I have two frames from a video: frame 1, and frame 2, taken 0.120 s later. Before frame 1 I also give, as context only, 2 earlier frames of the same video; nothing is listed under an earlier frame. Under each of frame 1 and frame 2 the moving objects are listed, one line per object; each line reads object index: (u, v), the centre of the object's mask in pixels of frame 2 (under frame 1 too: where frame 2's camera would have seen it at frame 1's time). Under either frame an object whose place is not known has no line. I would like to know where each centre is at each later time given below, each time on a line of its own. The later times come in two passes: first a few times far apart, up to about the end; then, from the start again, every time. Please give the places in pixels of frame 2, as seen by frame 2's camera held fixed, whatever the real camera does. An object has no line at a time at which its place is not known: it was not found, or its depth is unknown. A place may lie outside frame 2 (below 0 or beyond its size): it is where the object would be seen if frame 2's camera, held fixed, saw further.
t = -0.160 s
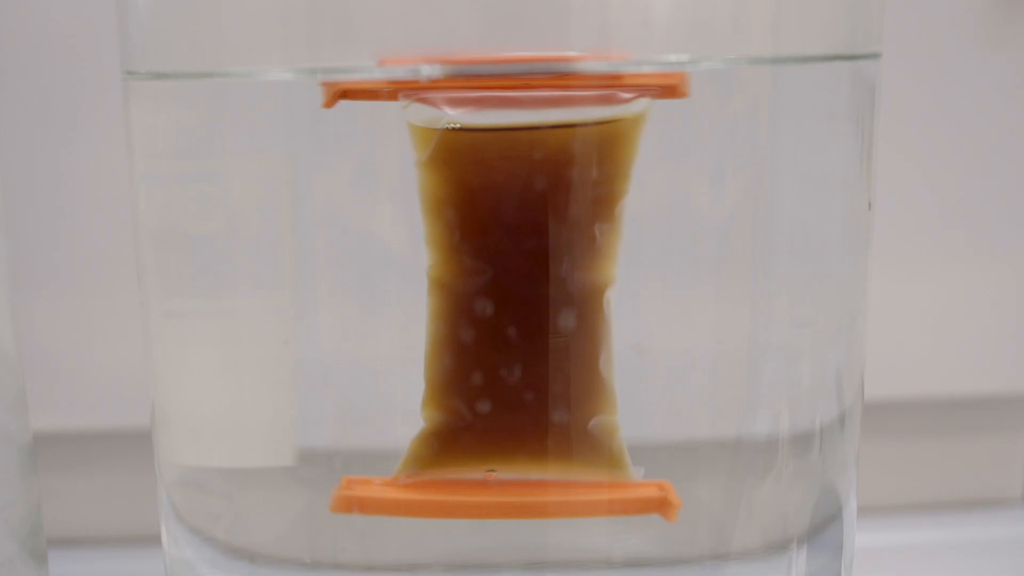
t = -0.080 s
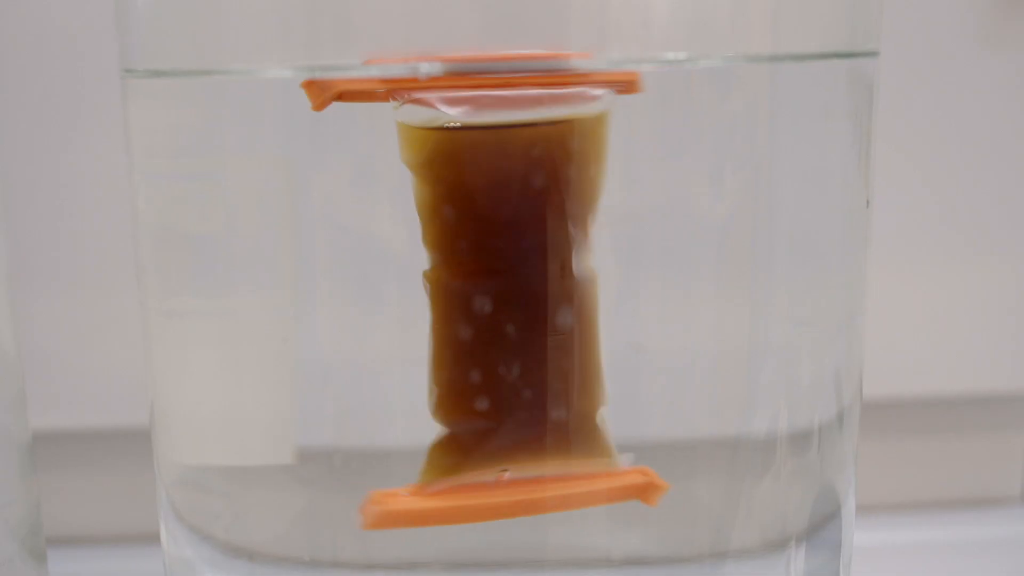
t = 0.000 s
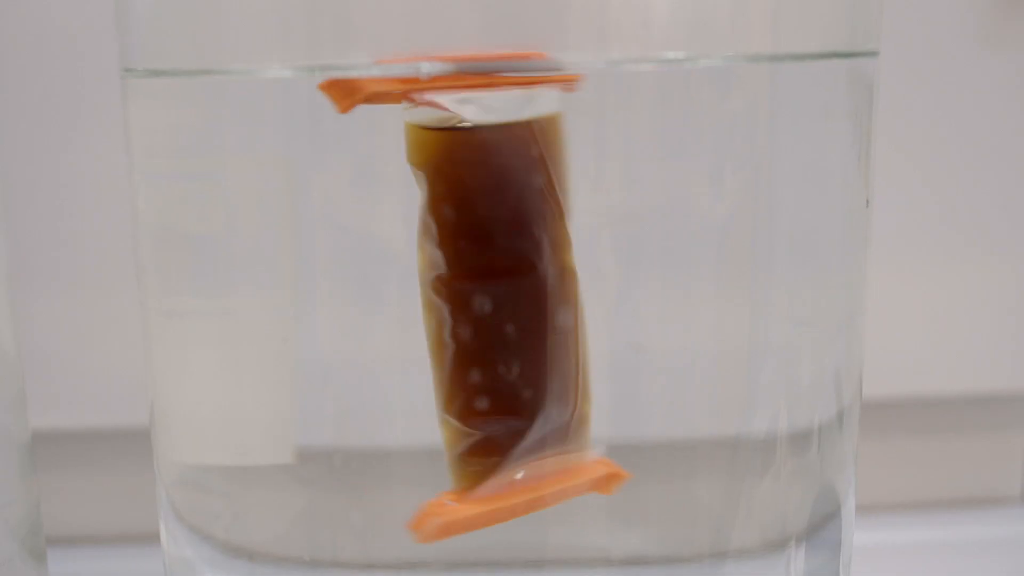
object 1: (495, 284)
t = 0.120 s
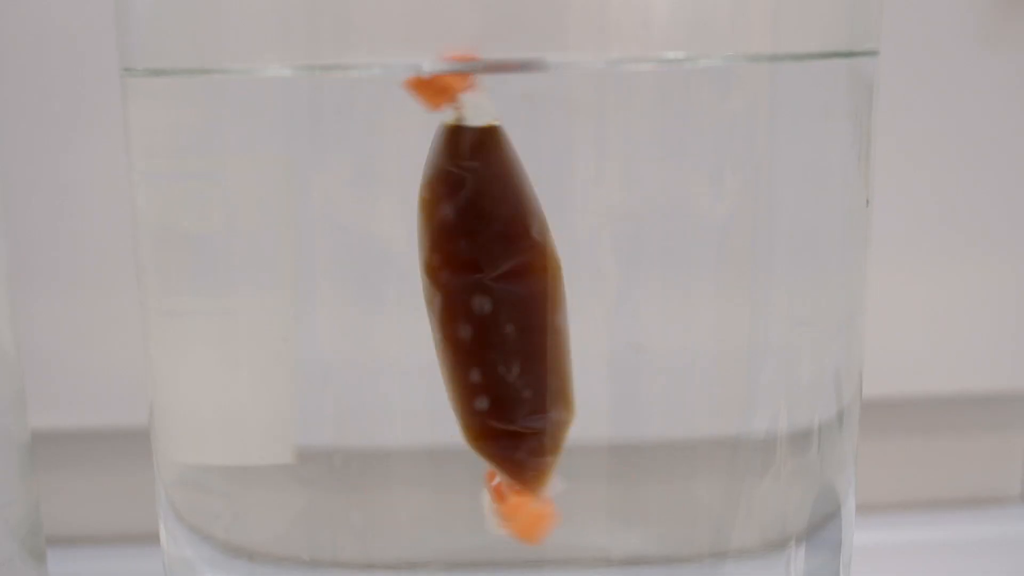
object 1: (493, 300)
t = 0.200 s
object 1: (493, 298)
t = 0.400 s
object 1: (501, 284)
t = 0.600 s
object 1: (524, 287)
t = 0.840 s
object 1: (539, 286)
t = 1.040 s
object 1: (520, 283)
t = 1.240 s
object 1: (500, 282)
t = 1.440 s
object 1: (509, 292)
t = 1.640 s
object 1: (518, 279)
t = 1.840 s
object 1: (529, 284)
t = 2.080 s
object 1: (531, 288)
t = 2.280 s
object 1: (516, 283)
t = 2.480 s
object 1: (503, 282)
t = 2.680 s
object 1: (505, 292)
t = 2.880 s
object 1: (501, 279)
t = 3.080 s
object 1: (514, 283)
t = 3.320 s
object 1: (535, 295)
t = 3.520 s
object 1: (524, 283)
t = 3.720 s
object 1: (498, 281)
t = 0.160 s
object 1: (495, 304)
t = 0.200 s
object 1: (493, 298)
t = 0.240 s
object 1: (492, 293)
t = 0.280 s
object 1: (492, 290)
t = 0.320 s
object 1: (495, 288)
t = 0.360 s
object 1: (498, 286)
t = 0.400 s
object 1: (501, 284)
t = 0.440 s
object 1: (505, 284)
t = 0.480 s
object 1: (509, 284)
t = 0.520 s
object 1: (514, 283)
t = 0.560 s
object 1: (519, 285)
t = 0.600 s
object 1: (524, 287)
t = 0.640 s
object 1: (529, 291)
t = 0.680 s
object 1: (532, 297)
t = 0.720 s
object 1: (534, 303)
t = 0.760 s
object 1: (537, 295)
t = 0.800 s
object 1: (539, 289)
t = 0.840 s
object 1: (539, 286)
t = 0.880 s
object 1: (537, 294)
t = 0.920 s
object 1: (534, 283)
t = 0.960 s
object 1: (530, 284)
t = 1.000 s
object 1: (525, 284)
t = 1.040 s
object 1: (520, 283)
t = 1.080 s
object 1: (514, 283)
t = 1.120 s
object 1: (510, 283)
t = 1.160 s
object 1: (506, 282)
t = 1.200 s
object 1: (502, 283)
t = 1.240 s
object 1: (500, 282)
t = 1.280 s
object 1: (501, 284)
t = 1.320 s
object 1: (502, 290)
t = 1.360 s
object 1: (510, 304)
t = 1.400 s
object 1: (509, 298)
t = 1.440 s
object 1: (509, 292)
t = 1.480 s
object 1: (510, 288)
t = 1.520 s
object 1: (511, 284)
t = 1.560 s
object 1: (513, 281)
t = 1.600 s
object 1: (516, 280)
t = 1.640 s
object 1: (518, 279)
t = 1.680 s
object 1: (521, 279)
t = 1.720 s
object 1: (523, 278)
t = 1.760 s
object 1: (525, 279)
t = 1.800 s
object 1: (528, 281)
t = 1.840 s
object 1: (529, 284)
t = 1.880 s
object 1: (531, 289)
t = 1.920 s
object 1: (531, 295)
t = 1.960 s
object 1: (531, 301)
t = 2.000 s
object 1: (531, 295)
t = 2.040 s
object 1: (532, 290)
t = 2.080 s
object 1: (531, 288)
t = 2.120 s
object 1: (529, 284)
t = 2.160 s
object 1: (527, 283)
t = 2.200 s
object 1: (523, 284)
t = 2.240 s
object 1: (520, 284)
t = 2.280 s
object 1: (516, 283)
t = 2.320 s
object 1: (513, 282)
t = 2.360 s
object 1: (510, 282)
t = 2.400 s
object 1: (507, 282)
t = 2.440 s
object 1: (504, 282)
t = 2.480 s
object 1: (503, 282)
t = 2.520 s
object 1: (503, 289)
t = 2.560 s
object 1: (503, 288)
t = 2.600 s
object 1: (510, 305)
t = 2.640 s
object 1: (507, 299)
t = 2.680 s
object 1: (505, 292)
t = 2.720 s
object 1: (502, 287)
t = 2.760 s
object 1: (502, 283)
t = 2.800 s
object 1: (501, 281)
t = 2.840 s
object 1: (501, 280)
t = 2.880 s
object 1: (501, 279)
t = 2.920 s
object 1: (502, 278)
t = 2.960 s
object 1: (503, 278)
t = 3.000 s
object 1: (506, 279)
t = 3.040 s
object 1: (510, 281)
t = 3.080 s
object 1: (514, 283)
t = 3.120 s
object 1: (517, 287)
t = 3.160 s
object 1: (520, 300)
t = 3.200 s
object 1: (523, 299)
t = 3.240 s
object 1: (528, 292)
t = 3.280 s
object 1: (532, 288)
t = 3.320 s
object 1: (535, 295)
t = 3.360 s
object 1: (536, 285)
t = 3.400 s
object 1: (535, 284)
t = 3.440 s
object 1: (533, 284)
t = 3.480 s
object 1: (529, 283)
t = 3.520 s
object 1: (524, 283)
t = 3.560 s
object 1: (519, 281)
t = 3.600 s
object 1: (513, 281)
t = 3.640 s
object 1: (508, 280)
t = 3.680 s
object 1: (503, 281)
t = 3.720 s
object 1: (498, 281)
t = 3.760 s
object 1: (495, 281)
